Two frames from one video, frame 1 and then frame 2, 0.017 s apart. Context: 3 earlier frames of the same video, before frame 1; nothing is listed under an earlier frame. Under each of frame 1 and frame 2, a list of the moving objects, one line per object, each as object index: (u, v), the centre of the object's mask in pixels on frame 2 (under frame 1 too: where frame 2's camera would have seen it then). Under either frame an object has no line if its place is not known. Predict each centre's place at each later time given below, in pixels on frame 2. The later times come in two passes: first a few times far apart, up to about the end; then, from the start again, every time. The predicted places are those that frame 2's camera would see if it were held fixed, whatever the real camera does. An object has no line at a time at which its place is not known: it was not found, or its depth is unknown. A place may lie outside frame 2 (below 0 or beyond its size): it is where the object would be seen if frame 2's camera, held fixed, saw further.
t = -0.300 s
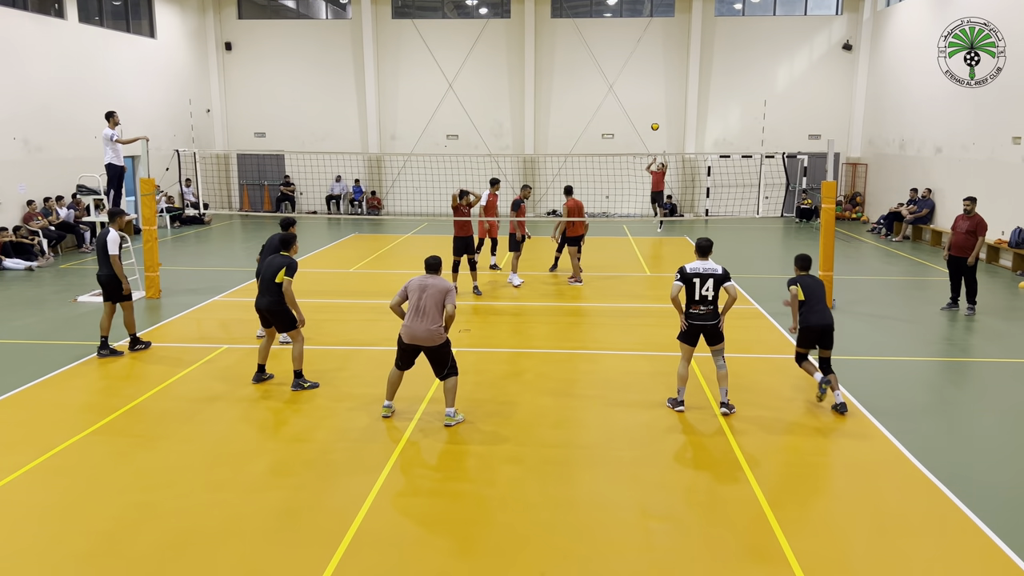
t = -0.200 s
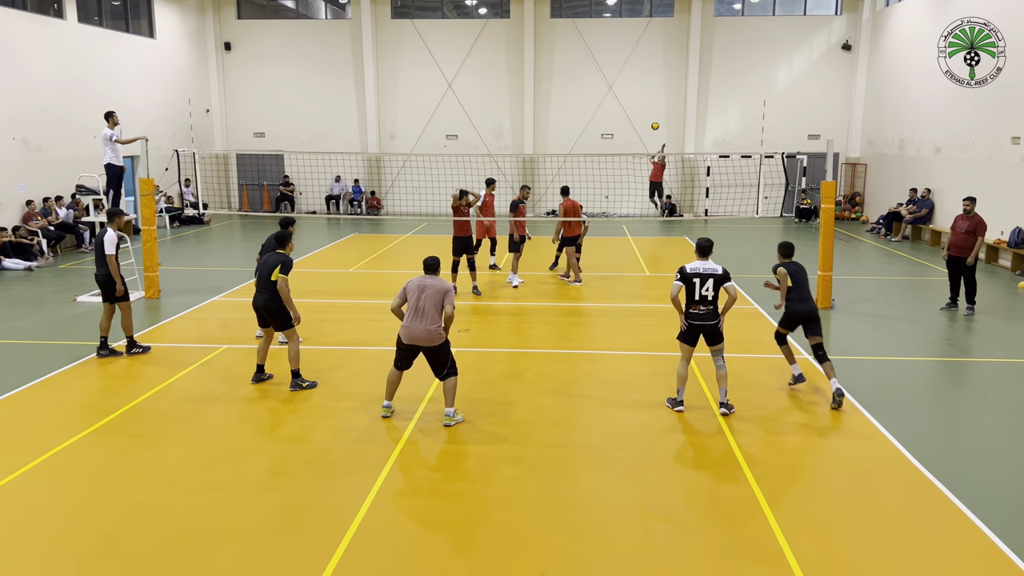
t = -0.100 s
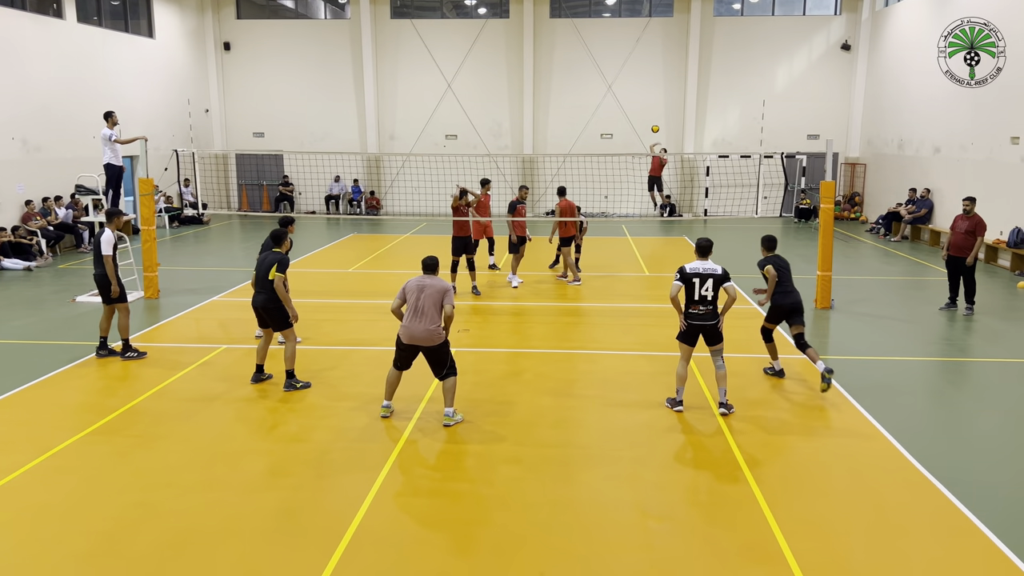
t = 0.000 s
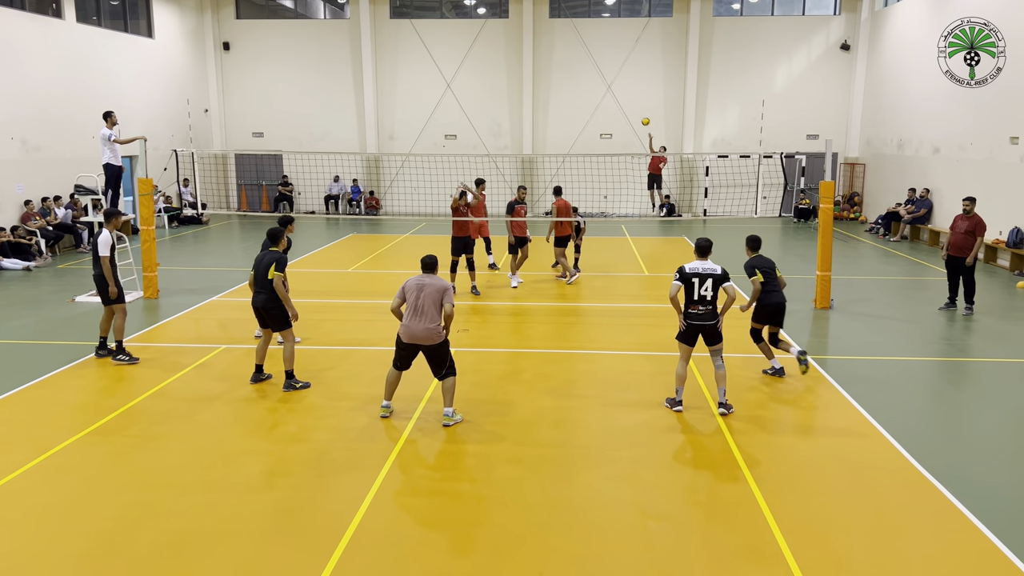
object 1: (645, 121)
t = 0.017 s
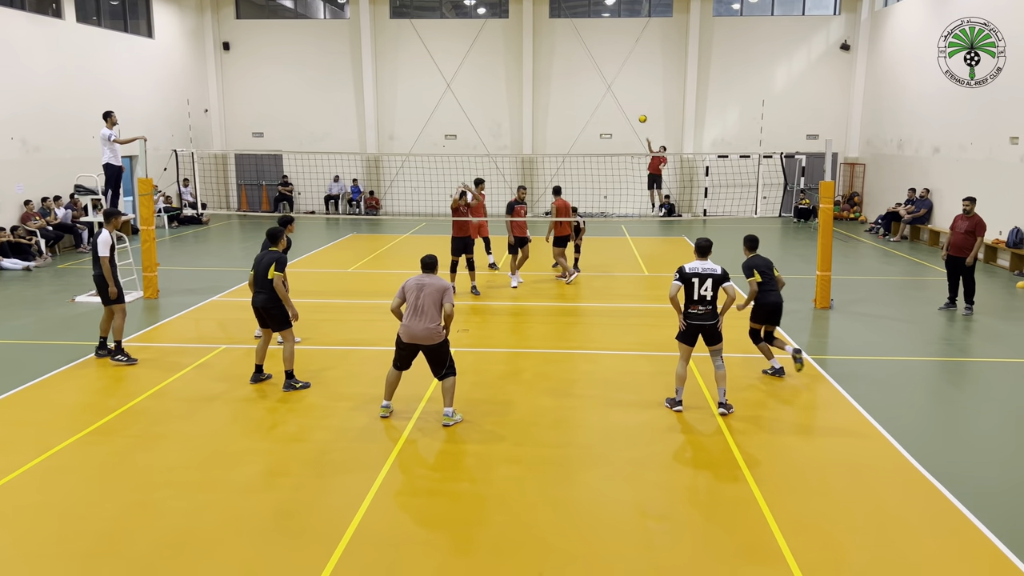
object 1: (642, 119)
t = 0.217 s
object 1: (607, 90)
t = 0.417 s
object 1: (564, 68)
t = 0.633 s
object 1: (506, 63)
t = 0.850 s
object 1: (426, 96)
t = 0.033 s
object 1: (639, 116)
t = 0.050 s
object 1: (637, 113)
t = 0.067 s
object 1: (634, 110)
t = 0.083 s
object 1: (631, 108)
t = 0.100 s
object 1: (628, 106)
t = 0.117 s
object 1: (625, 103)
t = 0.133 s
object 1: (622, 101)
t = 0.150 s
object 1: (619, 98)
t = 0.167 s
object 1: (616, 96)
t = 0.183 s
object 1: (614, 94)
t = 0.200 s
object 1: (610, 92)
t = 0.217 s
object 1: (607, 90)
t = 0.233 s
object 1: (604, 87)
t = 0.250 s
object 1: (601, 85)
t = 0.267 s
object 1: (597, 83)
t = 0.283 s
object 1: (594, 81)
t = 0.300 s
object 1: (591, 79)
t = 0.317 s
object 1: (587, 78)
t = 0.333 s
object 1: (583, 75)
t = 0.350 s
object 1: (579, 74)
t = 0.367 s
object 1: (576, 72)
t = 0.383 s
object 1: (572, 71)
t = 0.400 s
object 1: (568, 69)
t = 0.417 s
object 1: (564, 68)
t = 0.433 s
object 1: (559, 67)
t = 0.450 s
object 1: (555, 66)
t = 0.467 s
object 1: (551, 64)
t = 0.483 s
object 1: (547, 64)
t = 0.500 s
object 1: (543, 63)
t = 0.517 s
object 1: (538, 62)
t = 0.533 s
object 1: (534, 62)
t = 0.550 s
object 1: (530, 62)
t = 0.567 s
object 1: (525, 61)
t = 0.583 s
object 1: (521, 61)
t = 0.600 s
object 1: (516, 62)
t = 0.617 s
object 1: (511, 62)
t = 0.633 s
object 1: (506, 63)
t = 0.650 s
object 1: (501, 64)
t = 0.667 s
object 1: (495, 65)
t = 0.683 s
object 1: (490, 66)
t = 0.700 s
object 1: (484, 68)
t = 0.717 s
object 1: (479, 70)
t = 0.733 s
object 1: (473, 72)
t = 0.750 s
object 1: (466, 75)
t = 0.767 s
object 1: (460, 77)
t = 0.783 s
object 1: (454, 80)
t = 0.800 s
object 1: (447, 84)
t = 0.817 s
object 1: (440, 88)
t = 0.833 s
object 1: (434, 92)
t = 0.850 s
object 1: (426, 96)
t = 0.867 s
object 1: (419, 101)
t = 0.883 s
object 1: (412, 106)
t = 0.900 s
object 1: (404, 111)
